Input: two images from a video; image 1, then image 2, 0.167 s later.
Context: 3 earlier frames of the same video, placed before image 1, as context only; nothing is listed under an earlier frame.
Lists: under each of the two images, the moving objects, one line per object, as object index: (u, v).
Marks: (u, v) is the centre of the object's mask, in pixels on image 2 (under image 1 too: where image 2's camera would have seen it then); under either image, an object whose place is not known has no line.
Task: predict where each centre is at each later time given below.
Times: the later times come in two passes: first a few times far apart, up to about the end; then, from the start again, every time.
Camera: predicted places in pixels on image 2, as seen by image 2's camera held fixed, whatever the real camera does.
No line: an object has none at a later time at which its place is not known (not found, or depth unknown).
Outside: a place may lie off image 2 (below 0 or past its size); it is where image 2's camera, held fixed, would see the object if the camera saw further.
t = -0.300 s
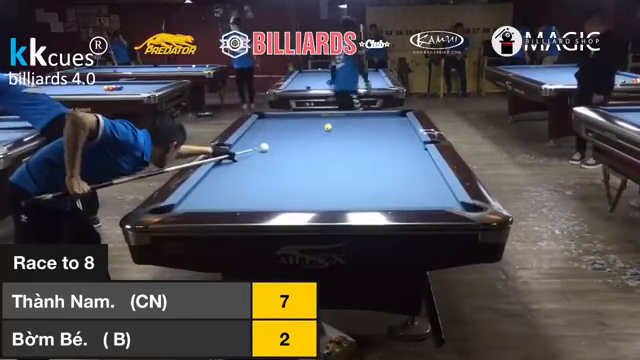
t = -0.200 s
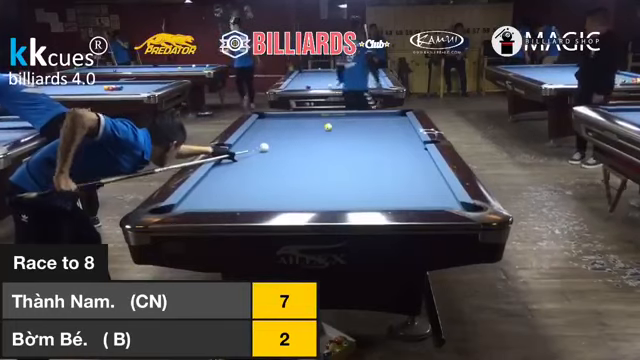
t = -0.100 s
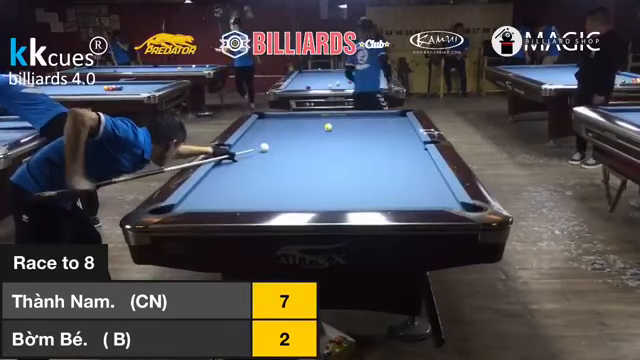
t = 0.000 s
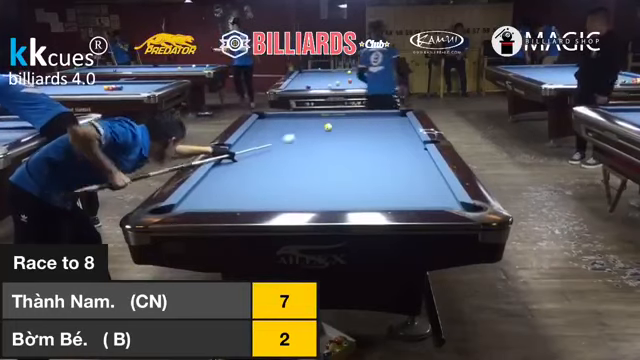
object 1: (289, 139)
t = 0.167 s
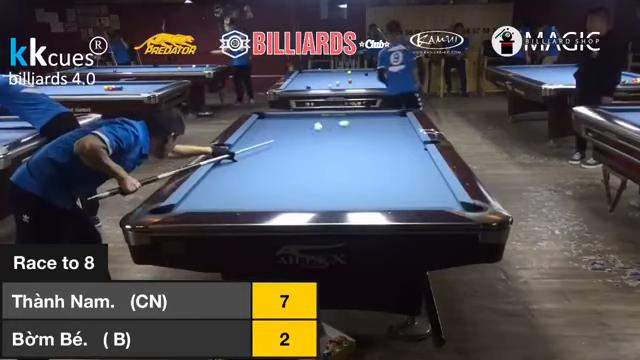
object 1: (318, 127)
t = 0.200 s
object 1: (316, 126)
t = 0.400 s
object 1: (307, 121)
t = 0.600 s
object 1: (299, 117)
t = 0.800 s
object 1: (292, 115)
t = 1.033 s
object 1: (281, 117)
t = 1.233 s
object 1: (271, 120)
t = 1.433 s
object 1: (262, 122)
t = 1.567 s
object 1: (255, 124)
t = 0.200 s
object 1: (316, 126)
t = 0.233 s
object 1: (313, 125)
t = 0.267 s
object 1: (312, 124)
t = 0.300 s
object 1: (311, 123)
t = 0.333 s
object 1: (309, 123)
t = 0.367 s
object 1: (308, 122)
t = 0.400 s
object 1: (307, 121)
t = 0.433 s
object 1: (305, 120)
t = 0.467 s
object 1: (304, 120)
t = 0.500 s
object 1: (303, 119)
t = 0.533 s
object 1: (302, 119)
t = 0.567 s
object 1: (300, 118)
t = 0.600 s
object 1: (299, 117)
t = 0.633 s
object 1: (298, 117)
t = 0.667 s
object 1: (297, 116)
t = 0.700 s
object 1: (296, 116)
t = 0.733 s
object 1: (294, 115)
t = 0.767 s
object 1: (293, 115)
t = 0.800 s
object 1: (292, 115)
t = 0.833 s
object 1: (290, 115)
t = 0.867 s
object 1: (289, 115)
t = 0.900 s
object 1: (287, 116)
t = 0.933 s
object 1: (286, 117)
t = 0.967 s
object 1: (284, 117)
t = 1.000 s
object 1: (282, 117)
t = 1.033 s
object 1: (281, 117)
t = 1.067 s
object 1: (279, 118)
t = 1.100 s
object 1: (278, 118)
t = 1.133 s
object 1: (276, 118)
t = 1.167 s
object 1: (275, 119)
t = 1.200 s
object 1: (273, 119)
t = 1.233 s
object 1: (271, 120)
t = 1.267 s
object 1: (270, 120)
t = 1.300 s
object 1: (268, 120)
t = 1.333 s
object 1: (266, 121)
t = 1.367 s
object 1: (265, 121)
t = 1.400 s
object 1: (263, 121)
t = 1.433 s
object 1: (262, 122)
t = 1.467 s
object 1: (260, 122)
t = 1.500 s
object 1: (258, 123)
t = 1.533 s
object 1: (257, 123)
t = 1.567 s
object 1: (255, 124)
